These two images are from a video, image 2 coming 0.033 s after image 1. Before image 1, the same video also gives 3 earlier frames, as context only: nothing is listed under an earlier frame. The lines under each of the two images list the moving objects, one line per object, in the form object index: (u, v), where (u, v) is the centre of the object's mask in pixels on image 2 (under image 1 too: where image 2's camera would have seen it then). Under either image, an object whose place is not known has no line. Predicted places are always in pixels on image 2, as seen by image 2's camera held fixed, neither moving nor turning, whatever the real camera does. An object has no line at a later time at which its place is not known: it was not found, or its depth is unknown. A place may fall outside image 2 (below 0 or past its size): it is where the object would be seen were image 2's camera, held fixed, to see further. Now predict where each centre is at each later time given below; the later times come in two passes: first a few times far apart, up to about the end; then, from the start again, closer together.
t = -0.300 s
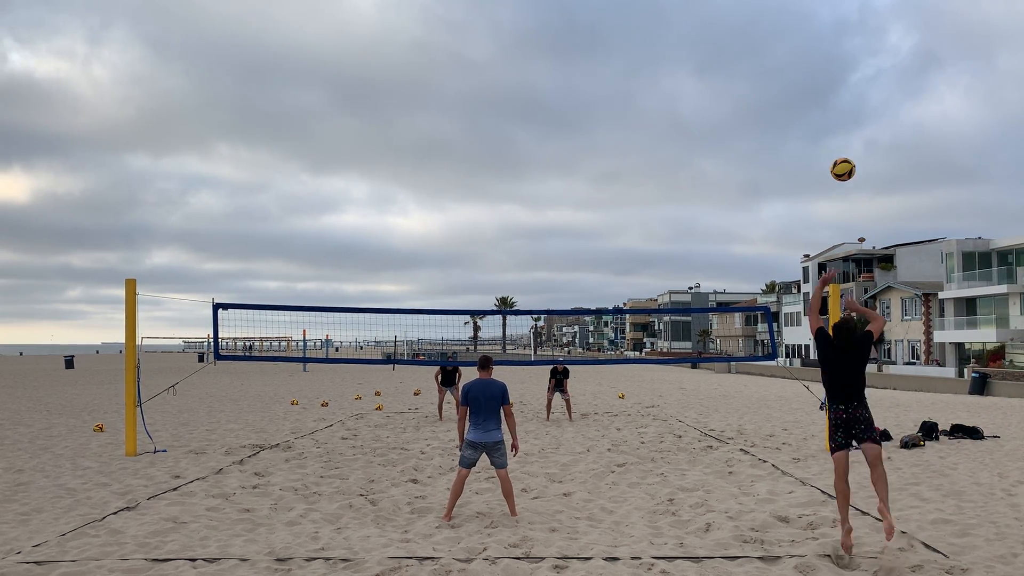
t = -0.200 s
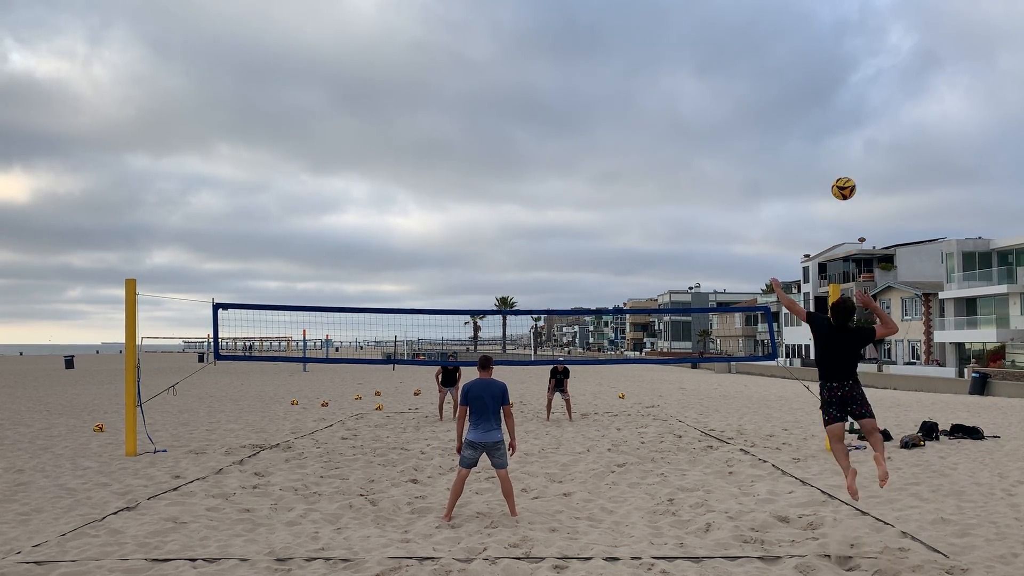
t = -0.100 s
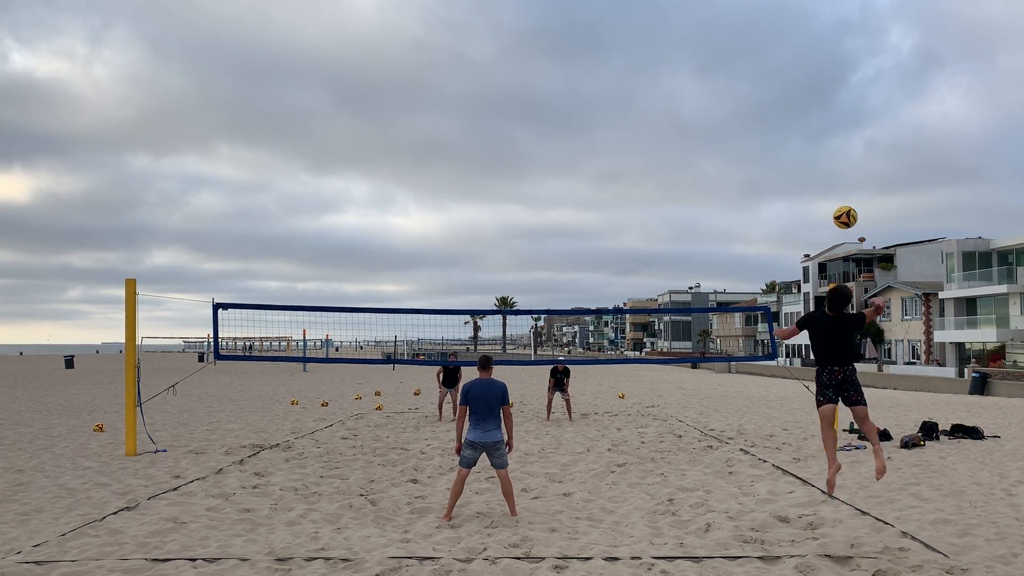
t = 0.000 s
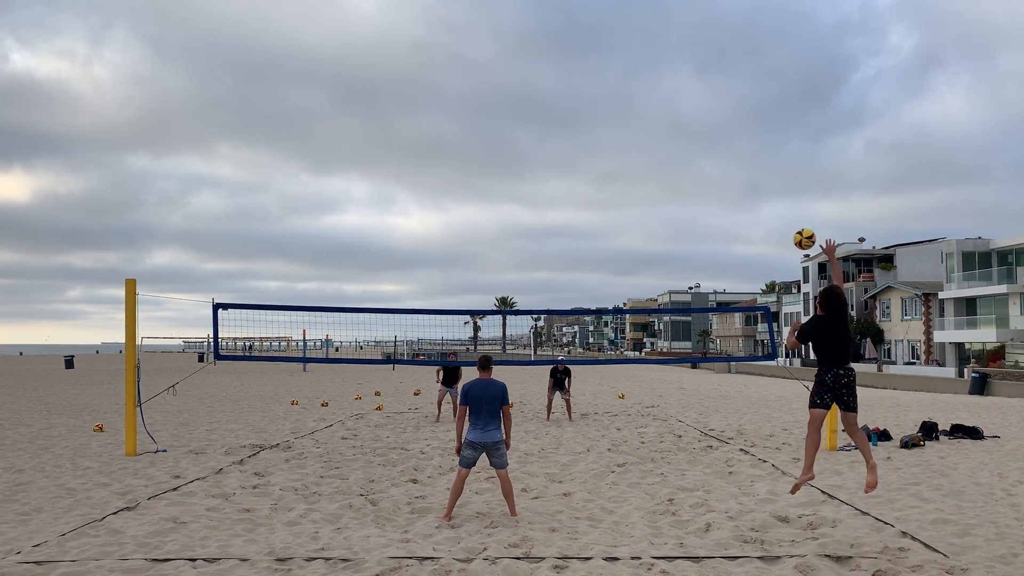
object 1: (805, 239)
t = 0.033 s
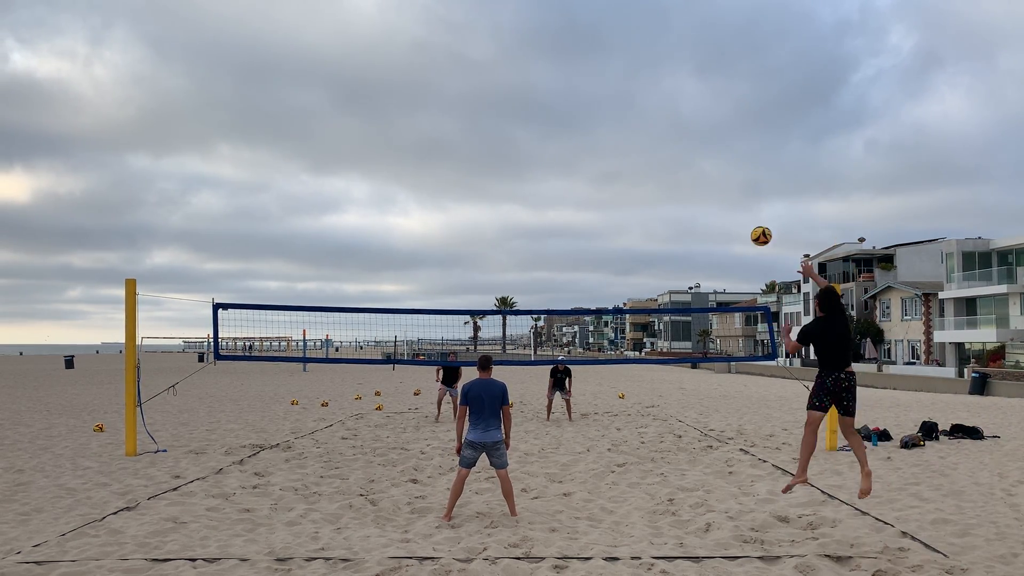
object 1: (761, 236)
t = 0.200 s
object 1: (605, 239)
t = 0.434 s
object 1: (477, 277)
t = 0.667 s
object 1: (396, 333)
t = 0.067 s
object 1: (722, 234)
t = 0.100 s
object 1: (688, 234)
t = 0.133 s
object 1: (657, 235)
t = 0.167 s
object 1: (630, 237)
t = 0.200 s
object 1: (605, 239)
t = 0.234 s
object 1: (582, 243)
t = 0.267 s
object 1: (561, 247)
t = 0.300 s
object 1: (542, 252)
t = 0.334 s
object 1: (524, 258)
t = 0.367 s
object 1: (507, 264)
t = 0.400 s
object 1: (491, 270)
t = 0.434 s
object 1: (477, 277)
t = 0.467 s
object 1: (463, 284)
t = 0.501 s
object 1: (451, 291)
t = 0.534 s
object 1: (439, 299)
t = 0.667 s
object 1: (396, 333)
